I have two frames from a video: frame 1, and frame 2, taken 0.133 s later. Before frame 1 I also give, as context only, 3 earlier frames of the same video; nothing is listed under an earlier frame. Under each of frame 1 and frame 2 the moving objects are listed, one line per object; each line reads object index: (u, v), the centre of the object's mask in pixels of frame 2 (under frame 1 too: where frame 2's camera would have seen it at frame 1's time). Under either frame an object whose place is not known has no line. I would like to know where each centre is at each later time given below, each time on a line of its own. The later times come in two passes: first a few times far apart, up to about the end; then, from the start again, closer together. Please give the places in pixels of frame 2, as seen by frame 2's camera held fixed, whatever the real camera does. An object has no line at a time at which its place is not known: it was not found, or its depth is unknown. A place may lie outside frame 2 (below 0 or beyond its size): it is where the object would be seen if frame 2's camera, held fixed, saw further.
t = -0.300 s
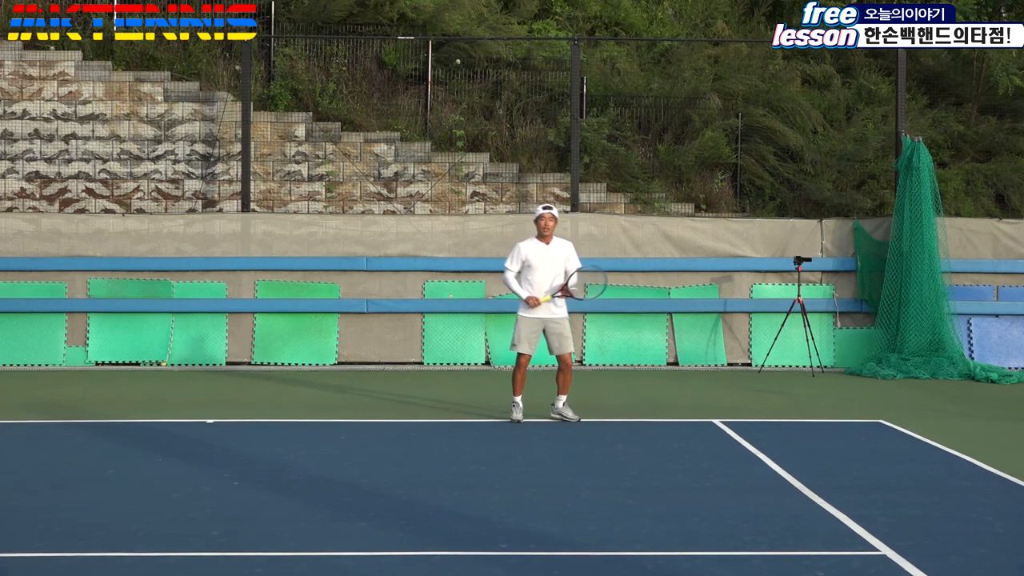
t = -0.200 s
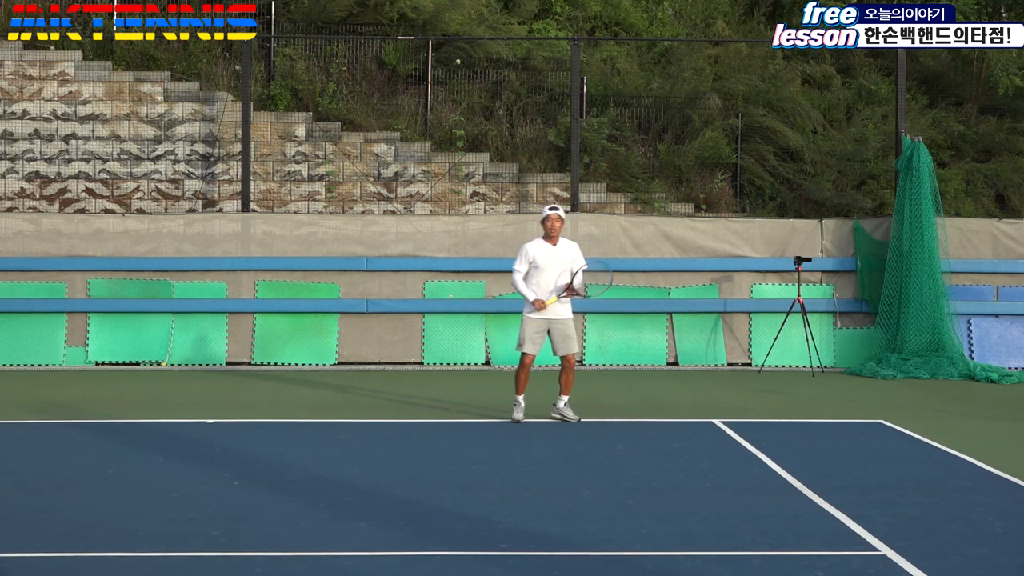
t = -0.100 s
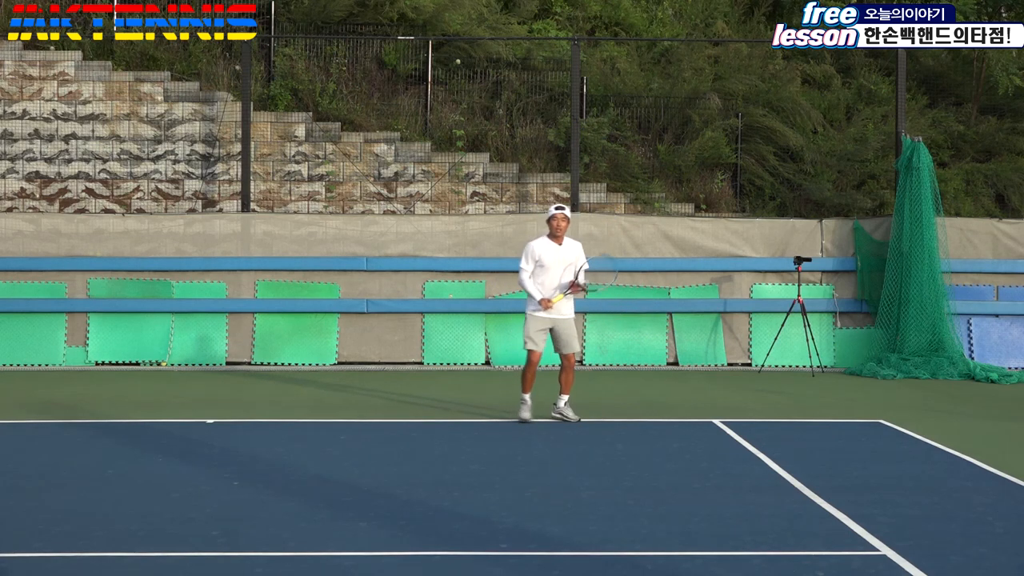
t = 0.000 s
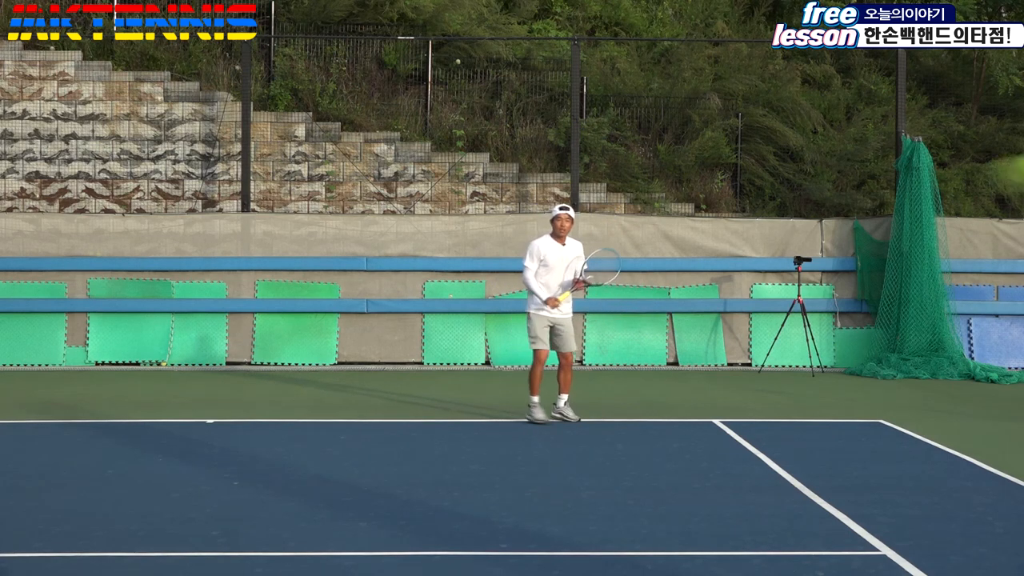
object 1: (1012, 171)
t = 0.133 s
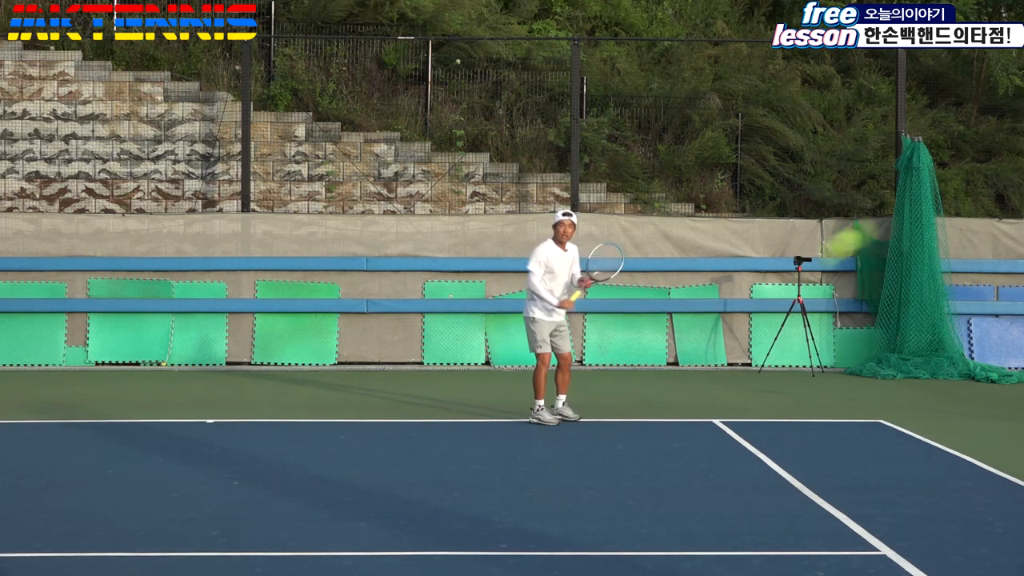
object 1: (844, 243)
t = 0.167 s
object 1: (820, 264)
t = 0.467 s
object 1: (685, 473)
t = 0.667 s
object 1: (658, 395)
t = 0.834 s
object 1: (647, 321)
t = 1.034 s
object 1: (636, 304)
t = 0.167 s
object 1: (820, 264)
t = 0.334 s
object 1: (721, 384)
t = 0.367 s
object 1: (713, 400)
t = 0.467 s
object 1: (685, 473)
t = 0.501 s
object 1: (677, 496)
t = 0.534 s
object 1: (671, 500)
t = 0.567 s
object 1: (667, 474)
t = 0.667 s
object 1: (658, 395)
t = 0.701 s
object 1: (656, 378)
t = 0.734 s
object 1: (653, 357)
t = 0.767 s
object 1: (650, 342)
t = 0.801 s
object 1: (649, 331)
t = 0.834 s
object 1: (647, 321)
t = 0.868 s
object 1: (645, 314)
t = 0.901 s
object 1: (643, 308)
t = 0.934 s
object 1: (641, 304)
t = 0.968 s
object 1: (639, 303)
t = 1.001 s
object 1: (637, 302)
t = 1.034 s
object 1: (636, 304)
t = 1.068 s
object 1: (634, 307)
